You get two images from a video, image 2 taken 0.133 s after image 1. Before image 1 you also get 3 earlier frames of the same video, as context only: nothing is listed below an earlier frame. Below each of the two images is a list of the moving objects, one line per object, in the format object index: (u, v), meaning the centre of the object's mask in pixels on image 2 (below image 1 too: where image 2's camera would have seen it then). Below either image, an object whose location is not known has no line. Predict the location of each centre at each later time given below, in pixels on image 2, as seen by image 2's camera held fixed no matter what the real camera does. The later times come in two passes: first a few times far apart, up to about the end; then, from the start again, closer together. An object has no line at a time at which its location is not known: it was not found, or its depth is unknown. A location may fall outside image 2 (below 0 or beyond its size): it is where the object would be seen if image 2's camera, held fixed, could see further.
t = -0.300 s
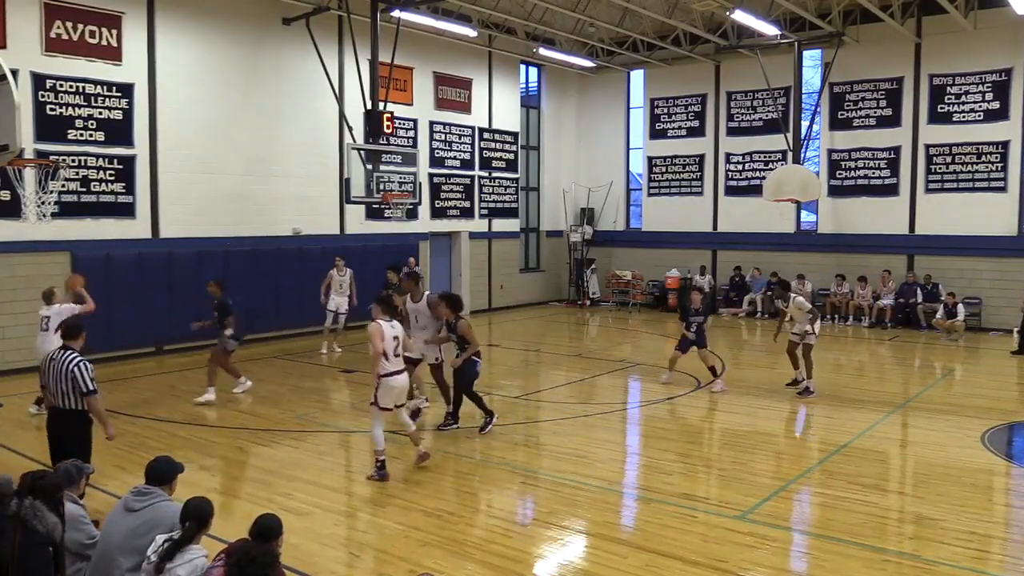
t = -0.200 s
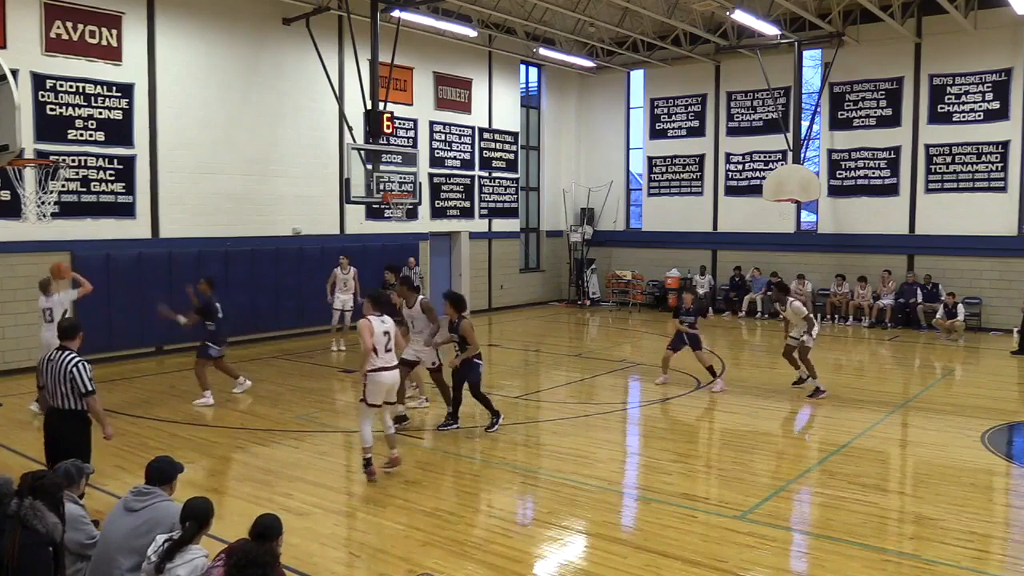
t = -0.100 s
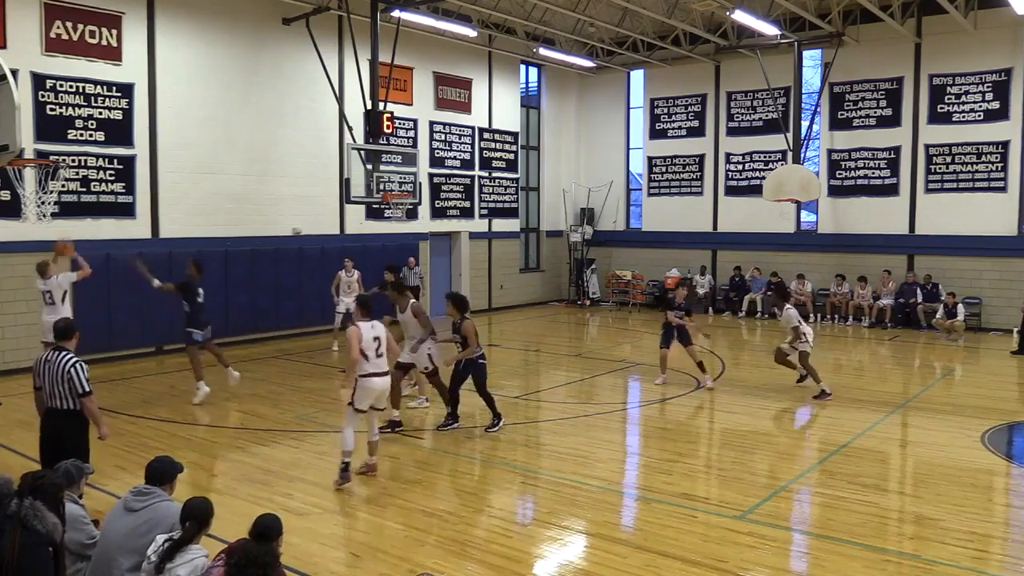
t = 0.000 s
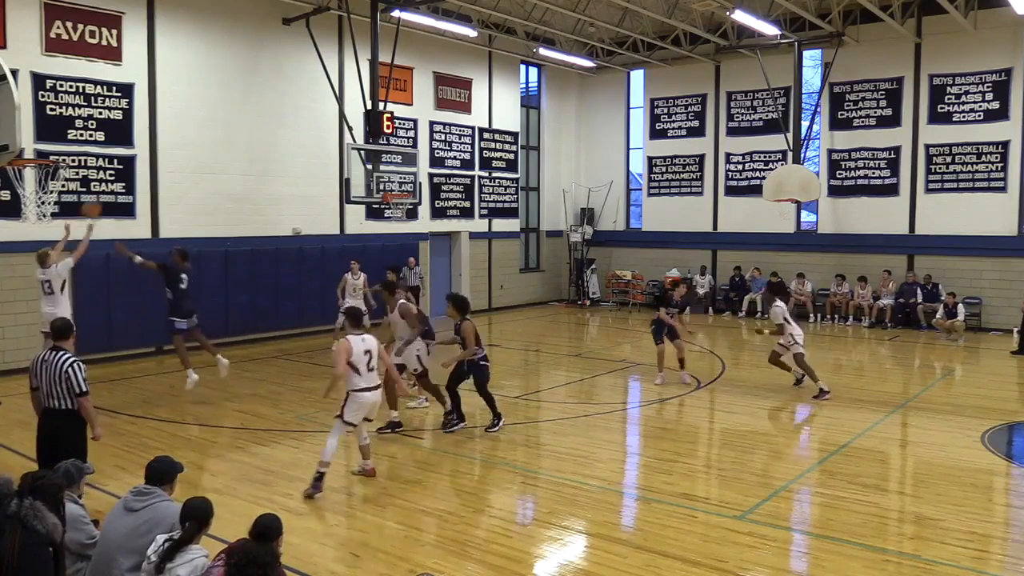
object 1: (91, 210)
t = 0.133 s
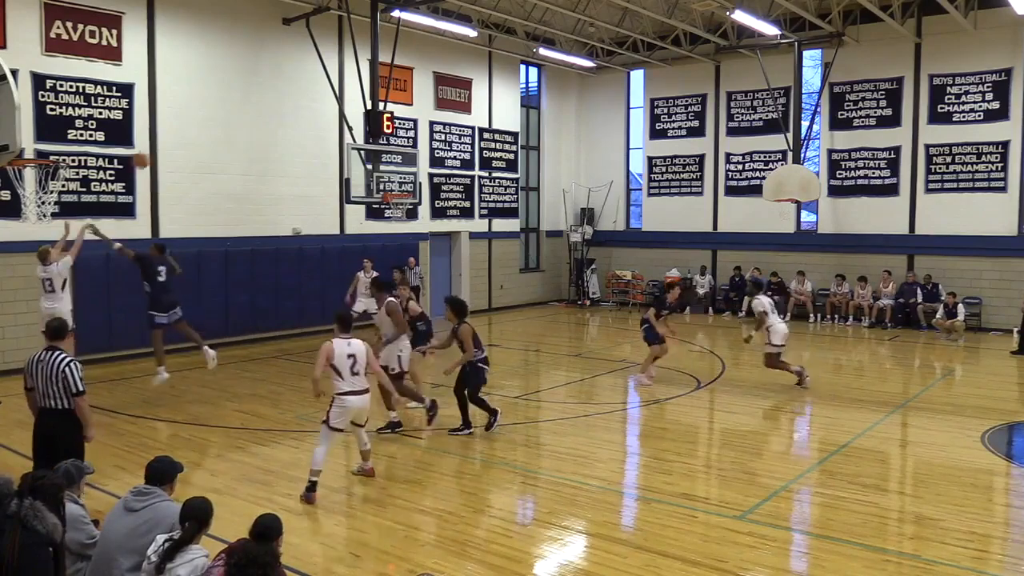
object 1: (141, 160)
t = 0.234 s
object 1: (175, 135)
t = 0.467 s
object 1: (246, 105)
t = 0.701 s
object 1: (307, 111)
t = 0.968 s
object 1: (370, 156)
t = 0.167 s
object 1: (152, 150)
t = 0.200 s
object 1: (164, 142)
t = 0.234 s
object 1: (175, 135)
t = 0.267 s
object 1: (186, 128)
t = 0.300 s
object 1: (197, 122)
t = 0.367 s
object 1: (217, 113)
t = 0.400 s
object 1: (227, 110)
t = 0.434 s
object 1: (237, 107)
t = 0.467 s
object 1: (246, 105)
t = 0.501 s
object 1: (256, 104)
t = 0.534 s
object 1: (265, 104)
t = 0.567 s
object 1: (274, 104)
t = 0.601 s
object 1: (282, 105)
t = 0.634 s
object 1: (291, 106)
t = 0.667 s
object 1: (299, 108)
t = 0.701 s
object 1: (307, 111)
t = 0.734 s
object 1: (315, 115)
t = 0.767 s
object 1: (323, 119)
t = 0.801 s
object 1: (331, 123)
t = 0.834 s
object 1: (338, 128)
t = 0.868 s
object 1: (346, 134)
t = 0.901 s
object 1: (353, 140)
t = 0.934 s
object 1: (361, 146)
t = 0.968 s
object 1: (370, 156)
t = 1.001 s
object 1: (373, 158)
